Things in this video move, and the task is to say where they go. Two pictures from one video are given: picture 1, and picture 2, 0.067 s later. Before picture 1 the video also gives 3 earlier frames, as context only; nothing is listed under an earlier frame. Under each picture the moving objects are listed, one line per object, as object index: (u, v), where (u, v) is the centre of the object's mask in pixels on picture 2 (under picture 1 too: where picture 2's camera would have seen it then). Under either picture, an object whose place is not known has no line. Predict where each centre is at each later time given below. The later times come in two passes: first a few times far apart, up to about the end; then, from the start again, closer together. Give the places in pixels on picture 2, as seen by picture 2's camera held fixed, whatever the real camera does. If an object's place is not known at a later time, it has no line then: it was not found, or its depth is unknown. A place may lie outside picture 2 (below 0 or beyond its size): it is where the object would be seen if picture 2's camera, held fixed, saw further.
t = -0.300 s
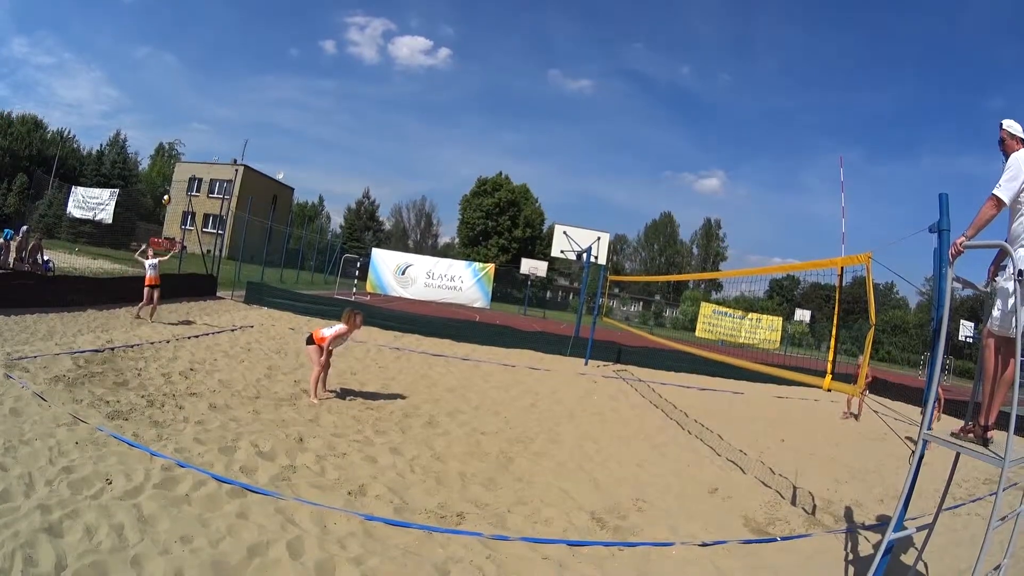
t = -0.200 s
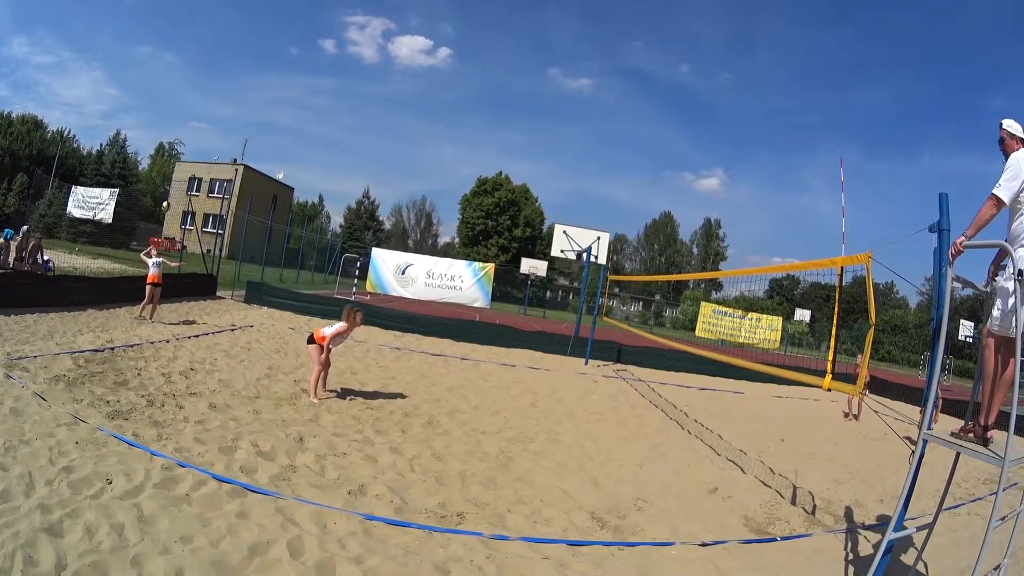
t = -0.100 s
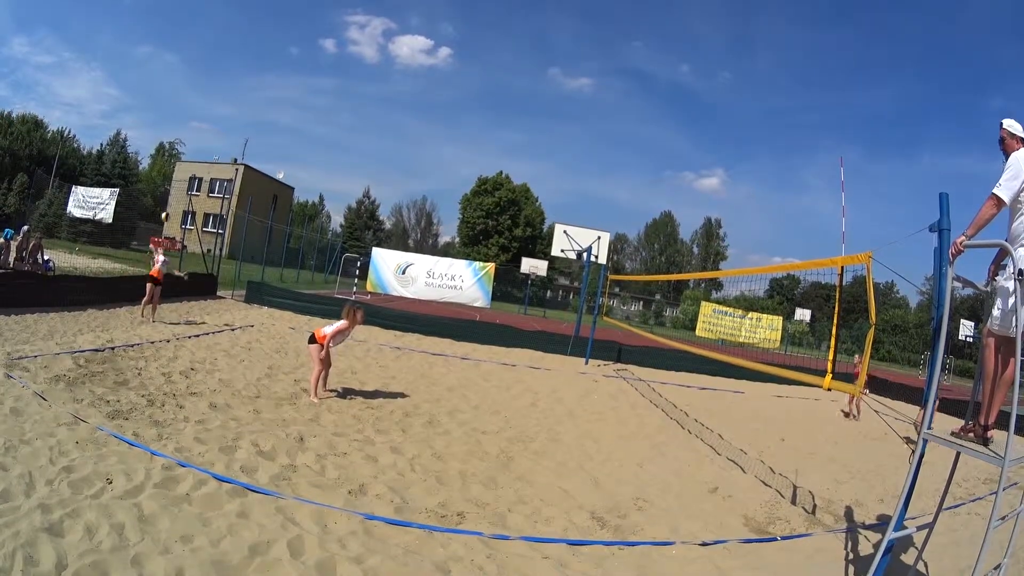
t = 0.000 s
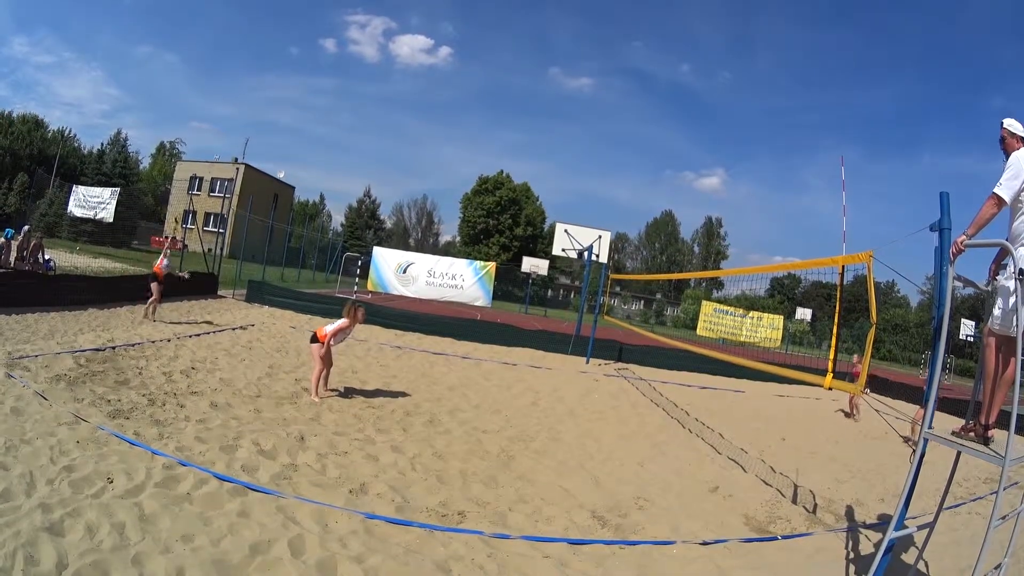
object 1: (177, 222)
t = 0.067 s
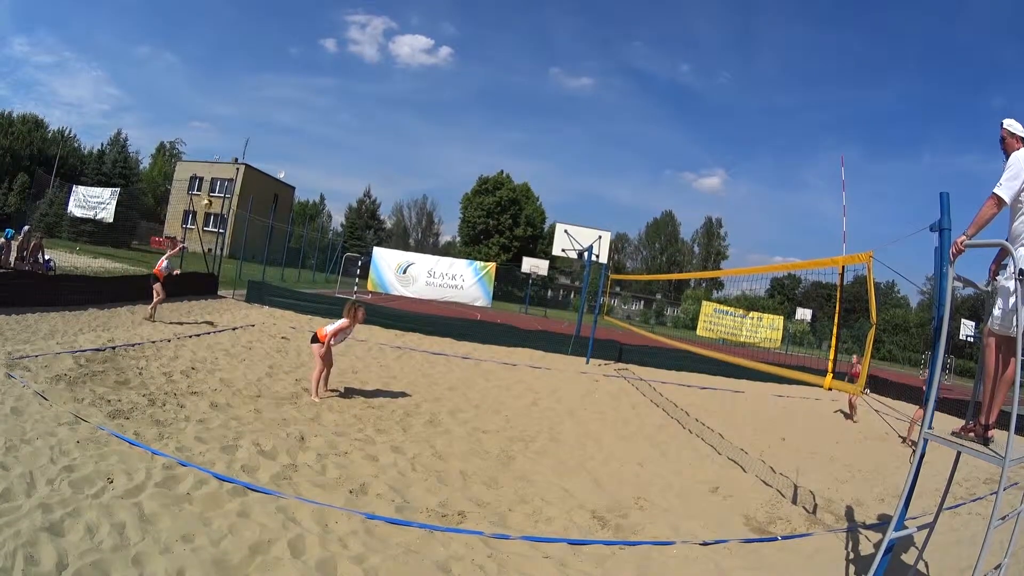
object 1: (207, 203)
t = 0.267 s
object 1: (314, 164)
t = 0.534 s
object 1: (505, 144)
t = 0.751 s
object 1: (683, 179)
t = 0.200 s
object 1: (276, 174)
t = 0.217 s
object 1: (284, 172)
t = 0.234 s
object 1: (293, 169)
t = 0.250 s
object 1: (304, 166)
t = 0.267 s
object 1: (314, 164)
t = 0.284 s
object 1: (324, 161)
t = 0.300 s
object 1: (335, 159)
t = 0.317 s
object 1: (346, 157)
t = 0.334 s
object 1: (356, 154)
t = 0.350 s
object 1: (369, 152)
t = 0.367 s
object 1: (380, 150)
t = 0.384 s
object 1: (390, 149)
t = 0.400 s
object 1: (403, 147)
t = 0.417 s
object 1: (415, 146)
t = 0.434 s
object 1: (428, 145)
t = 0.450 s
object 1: (441, 144)
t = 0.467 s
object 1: (453, 143)
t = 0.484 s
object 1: (466, 143)
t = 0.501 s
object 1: (479, 143)
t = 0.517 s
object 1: (492, 144)
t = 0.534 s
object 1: (505, 144)
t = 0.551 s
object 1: (519, 145)
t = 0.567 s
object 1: (533, 146)
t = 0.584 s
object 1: (546, 148)
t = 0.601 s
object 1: (559, 149)
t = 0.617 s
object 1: (573, 151)
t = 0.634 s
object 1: (586, 154)
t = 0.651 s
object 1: (600, 156)
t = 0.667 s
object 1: (613, 159)
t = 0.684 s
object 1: (627, 163)
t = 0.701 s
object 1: (642, 166)
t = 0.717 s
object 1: (655, 170)
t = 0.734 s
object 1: (668, 174)
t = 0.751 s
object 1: (683, 179)
